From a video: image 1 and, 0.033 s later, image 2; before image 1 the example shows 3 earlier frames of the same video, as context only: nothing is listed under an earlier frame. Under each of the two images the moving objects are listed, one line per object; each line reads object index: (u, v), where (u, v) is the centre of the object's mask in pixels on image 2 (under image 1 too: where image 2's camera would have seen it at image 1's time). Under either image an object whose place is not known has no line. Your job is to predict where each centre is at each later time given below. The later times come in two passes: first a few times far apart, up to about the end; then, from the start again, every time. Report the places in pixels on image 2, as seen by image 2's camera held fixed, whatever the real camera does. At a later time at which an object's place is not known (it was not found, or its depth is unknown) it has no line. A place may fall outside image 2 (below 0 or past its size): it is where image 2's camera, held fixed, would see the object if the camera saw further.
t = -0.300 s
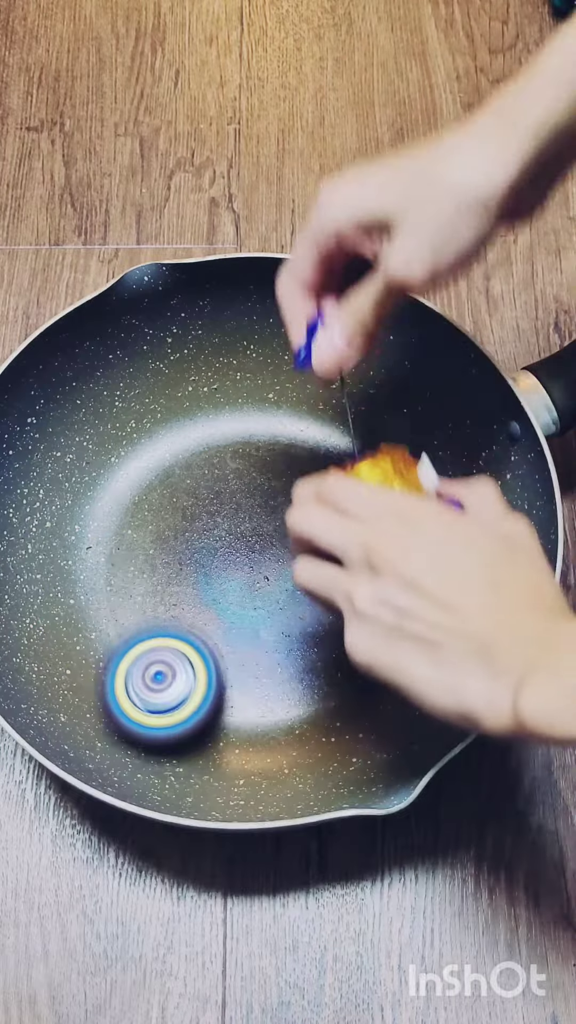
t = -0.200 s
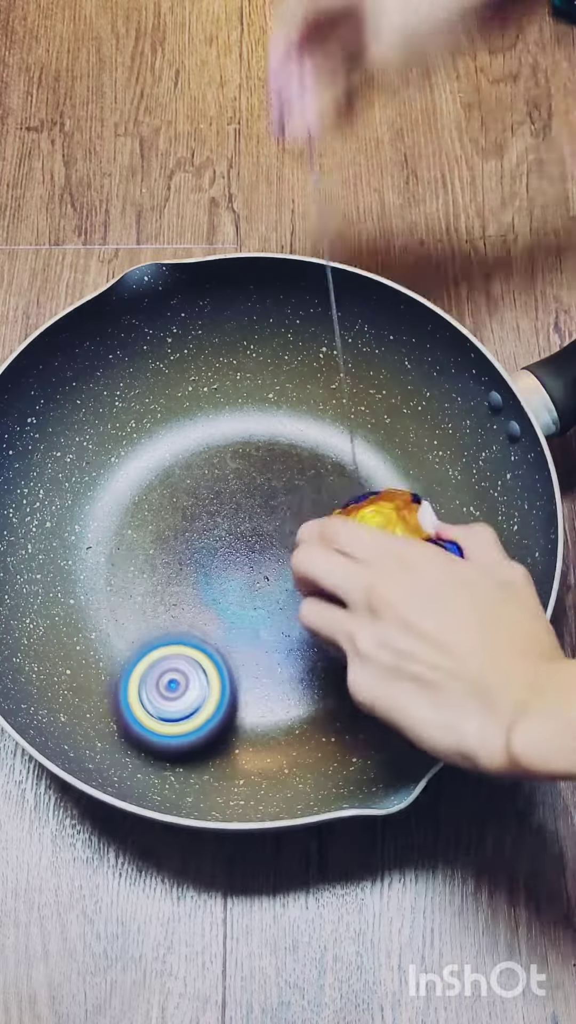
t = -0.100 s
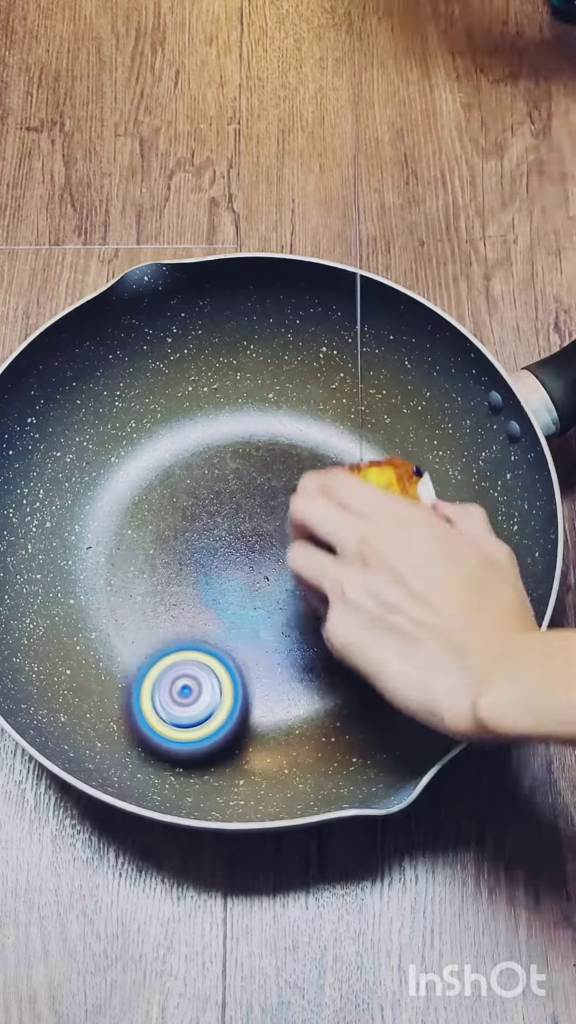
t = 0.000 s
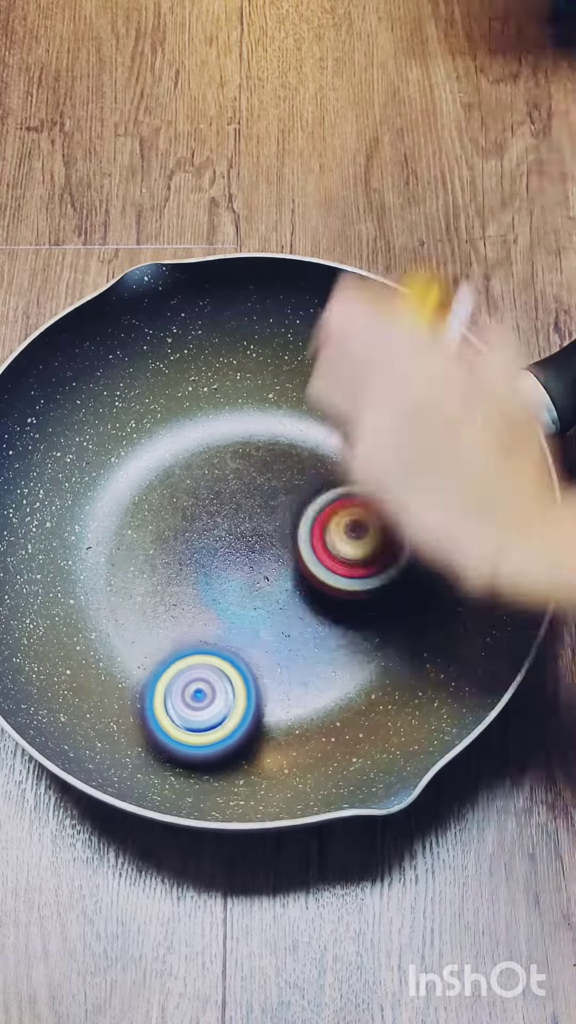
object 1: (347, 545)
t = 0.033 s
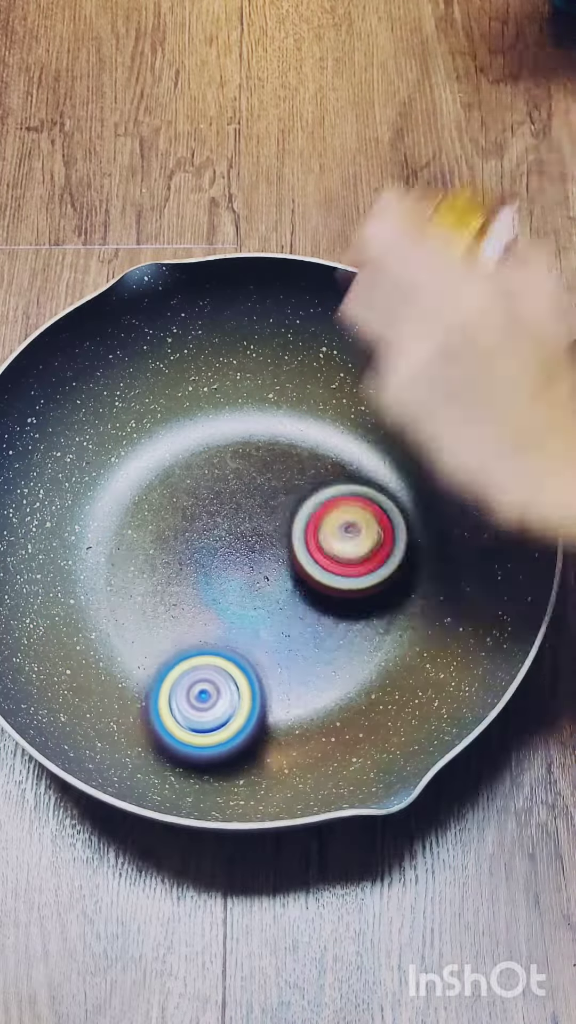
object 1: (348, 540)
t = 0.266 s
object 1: (325, 567)
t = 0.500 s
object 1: (395, 602)
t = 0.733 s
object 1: (330, 494)
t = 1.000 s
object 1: (89, 479)
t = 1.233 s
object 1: (217, 544)
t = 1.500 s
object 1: (325, 357)
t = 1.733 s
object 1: (166, 575)
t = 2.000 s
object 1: (241, 694)
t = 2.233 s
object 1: (433, 553)
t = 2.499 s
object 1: (244, 412)
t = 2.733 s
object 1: (91, 568)
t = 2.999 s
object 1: (348, 679)
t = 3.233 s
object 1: (342, 415)
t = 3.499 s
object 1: (74, 611)
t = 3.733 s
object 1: (419, 645)
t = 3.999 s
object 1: (346, 445)
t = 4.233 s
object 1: (224, 435)
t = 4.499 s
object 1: (209, 480)
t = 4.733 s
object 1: (215, 487)
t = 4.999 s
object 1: (212, 485)
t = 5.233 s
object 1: (212, 485)
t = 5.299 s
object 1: (212, 485)
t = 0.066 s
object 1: (342, 537)
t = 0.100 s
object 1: (337, 536)
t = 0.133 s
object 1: (332, 537)
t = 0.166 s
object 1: (328, 542)
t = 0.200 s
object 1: (325, 547)
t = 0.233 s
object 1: (325, 556)
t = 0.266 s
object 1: (325, 567)
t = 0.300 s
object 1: (325, 577)
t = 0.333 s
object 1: (327, 589)
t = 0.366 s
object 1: (329, 600)
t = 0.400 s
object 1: (331, 611)
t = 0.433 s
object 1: (345, 615)
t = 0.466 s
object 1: (370, 609)
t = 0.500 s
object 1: (395, 602)
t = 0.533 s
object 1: (420, 591)
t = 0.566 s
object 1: (431, 572)
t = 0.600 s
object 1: (428, 554)
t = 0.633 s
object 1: (412, 539)
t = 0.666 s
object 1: (387, 522)
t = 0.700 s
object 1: (359, 507)
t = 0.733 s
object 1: (330, 494)
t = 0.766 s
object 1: (298, 481)
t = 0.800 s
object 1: (263, 472)
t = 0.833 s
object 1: (228, 464)
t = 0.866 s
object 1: (189, 454)
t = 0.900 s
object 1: (150, 445)
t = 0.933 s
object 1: (120, 445)
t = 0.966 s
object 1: (99, 455)
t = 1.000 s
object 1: (89, 479)
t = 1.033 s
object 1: (93, 514)
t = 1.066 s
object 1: (107, 528)
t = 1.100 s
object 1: (123, 529)
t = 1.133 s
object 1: (142, 530)
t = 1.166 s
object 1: (163, 534)
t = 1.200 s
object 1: (188, 537)
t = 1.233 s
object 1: (217, 544)
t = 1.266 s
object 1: (247, 552)
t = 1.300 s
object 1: (278, 559)
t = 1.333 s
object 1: (308, 518)
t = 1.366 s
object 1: (333, 464)
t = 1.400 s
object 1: (350, 414)
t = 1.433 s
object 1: (347, 377)
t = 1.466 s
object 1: (338, 360)
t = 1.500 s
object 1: (325, 357)
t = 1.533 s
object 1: (309, 368)
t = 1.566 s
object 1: (289, 398)
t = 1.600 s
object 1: (261, 435)
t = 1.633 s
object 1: (232, 469)
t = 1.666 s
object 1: (208, 503)
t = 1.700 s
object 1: (187, 538)
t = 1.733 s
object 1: (166, 575)
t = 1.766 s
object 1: (147, 613)
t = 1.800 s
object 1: (126, 650)
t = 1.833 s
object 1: (119, 675)
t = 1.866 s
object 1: (123, 694)
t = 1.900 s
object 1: (137, 706)
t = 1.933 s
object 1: (163, 715)
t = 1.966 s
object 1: (199, 708)
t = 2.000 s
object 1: (241, 694)
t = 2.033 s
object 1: (276, 676)
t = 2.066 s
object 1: (311, 656)
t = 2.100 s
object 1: (342, 638)
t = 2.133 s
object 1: (371, 621)
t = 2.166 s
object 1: (402, 603)
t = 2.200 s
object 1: (424, 580)
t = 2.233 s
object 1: (433, 553)
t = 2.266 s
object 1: (425, 527)
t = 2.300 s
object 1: (407, 508)
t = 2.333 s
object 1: (381, 486)
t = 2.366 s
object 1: (355, 467)
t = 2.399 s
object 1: (329, 449)
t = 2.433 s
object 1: (302, 438)
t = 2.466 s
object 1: (275, 424)
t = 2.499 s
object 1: (244, 412)
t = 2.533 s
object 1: (213, 414)
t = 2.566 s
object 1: (183, 429)
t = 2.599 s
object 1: (158, 454)
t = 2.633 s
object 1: (137, 482)
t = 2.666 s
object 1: (117, 509)
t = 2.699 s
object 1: (101, 538)
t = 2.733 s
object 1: (91, 568)
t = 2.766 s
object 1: (96, 603)
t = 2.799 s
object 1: (114, 636)
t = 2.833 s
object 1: (139, 665)
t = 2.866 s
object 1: (171, 690)
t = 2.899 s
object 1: (209, 706)
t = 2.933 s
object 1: (255, 712)
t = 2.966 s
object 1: (301, 703)
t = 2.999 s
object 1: (348, 679)
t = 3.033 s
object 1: (380, 648)
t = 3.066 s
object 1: (402, 609)
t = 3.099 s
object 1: (417, 565)
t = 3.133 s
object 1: (415, 518)
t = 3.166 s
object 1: (404, 478)
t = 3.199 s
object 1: (377, 442)
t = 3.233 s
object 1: (342, 415)
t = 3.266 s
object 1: (301, 400)
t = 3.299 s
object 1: (252, 399)
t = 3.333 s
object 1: (201, 410)
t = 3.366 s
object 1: (151, 433)
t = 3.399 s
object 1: (114, 465)
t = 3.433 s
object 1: (81, 510)
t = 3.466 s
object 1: (68, 557)
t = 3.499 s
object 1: (74, 611)
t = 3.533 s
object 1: (110, 662)
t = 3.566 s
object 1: (154, 705)
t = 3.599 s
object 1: (214, 729)
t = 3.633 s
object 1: (282, 730)
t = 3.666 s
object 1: (342, 720)
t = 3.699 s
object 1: (386, 682)
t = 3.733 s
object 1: (419, 645)
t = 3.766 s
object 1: (437, 602)
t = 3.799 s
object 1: (447, 563)
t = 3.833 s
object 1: (456, 521)
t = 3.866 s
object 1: (446, 500)
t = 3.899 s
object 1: (428, 471)
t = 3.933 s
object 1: (400, 458)
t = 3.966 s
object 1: (373, 446)
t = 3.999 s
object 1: (346, 445)
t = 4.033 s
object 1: (319, 438)
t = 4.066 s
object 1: (297, 434)
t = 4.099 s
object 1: (278, 435)
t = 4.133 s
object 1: (261, 433)
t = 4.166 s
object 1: (246, 431)
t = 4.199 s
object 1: (235, 432)
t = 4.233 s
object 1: (224, 435)
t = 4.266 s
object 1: (216, 442)
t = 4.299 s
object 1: (209, 446)
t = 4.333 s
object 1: (205, 455)
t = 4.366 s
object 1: (205, 461)
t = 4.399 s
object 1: (205, 469)
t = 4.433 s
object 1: (207, 474)
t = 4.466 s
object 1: (208, 477)
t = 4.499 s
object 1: (209, 480)
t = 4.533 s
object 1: (211, 482)
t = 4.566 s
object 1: (214, 485)
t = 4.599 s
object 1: (216, 486)
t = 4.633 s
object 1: (217, 486)
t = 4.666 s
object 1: (216, 487)
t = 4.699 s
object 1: (216, 487)
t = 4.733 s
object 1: (215, 487)
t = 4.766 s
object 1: (215, 487)
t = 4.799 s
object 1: (215, 487)
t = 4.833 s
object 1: (214, 486)
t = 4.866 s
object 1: (213, 486)
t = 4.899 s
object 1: (212, 485)
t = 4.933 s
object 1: (211, 484)
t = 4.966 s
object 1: (211, 484)
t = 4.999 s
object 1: (212, 485)
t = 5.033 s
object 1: (212, 485)
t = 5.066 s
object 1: (212, 485)
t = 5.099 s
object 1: (212, 485)
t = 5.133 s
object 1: (212, 485)
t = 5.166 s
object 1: (212, 485)
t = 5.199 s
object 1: (212, 485)
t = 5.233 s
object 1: (212, 485)
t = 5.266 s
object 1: (212, 485)
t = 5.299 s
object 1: (212, 485)
